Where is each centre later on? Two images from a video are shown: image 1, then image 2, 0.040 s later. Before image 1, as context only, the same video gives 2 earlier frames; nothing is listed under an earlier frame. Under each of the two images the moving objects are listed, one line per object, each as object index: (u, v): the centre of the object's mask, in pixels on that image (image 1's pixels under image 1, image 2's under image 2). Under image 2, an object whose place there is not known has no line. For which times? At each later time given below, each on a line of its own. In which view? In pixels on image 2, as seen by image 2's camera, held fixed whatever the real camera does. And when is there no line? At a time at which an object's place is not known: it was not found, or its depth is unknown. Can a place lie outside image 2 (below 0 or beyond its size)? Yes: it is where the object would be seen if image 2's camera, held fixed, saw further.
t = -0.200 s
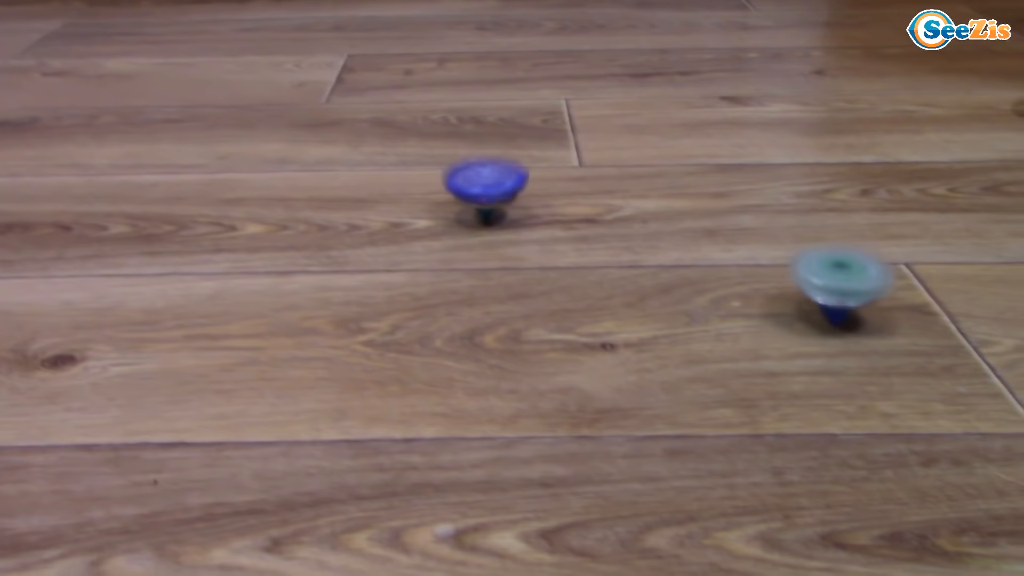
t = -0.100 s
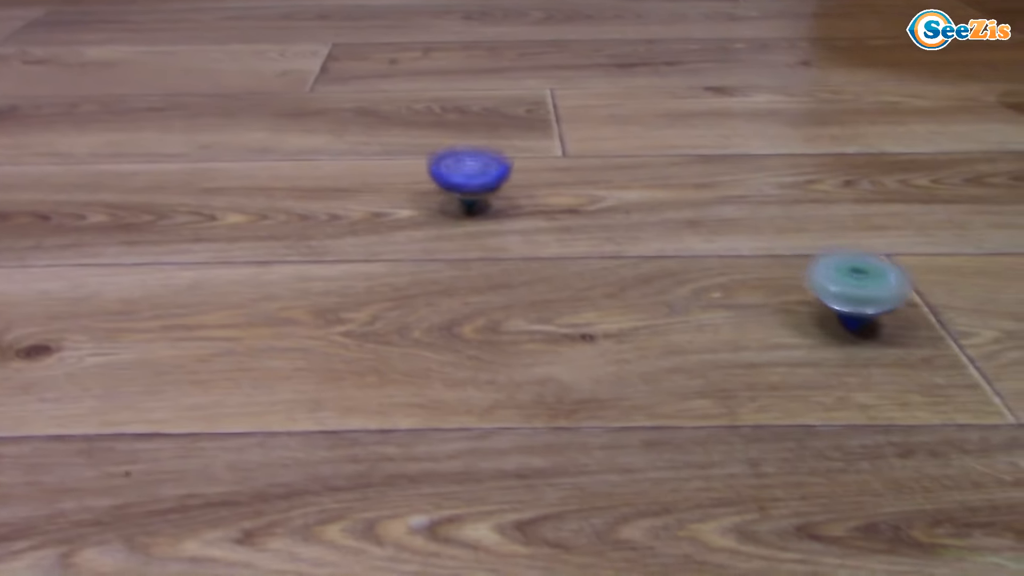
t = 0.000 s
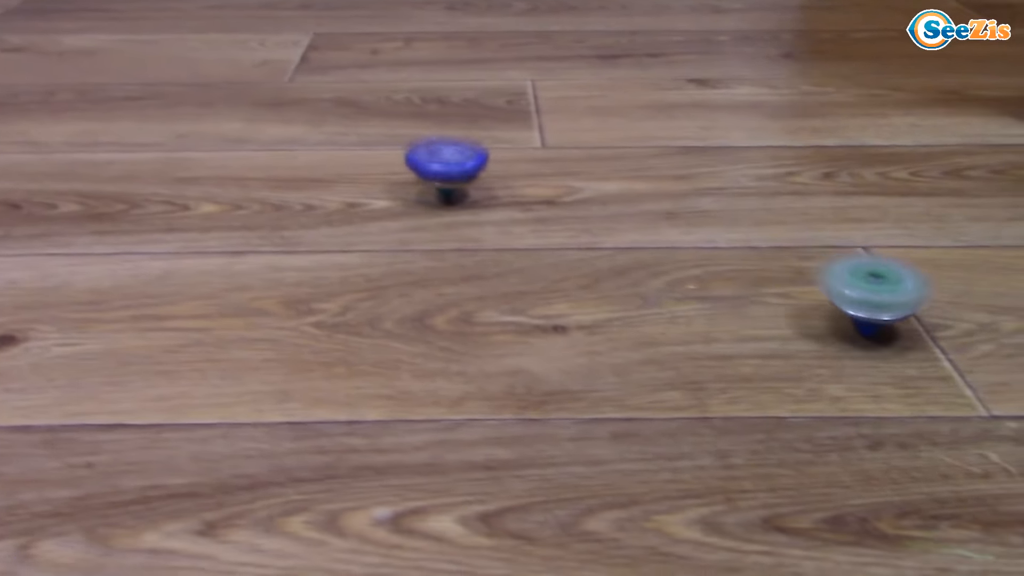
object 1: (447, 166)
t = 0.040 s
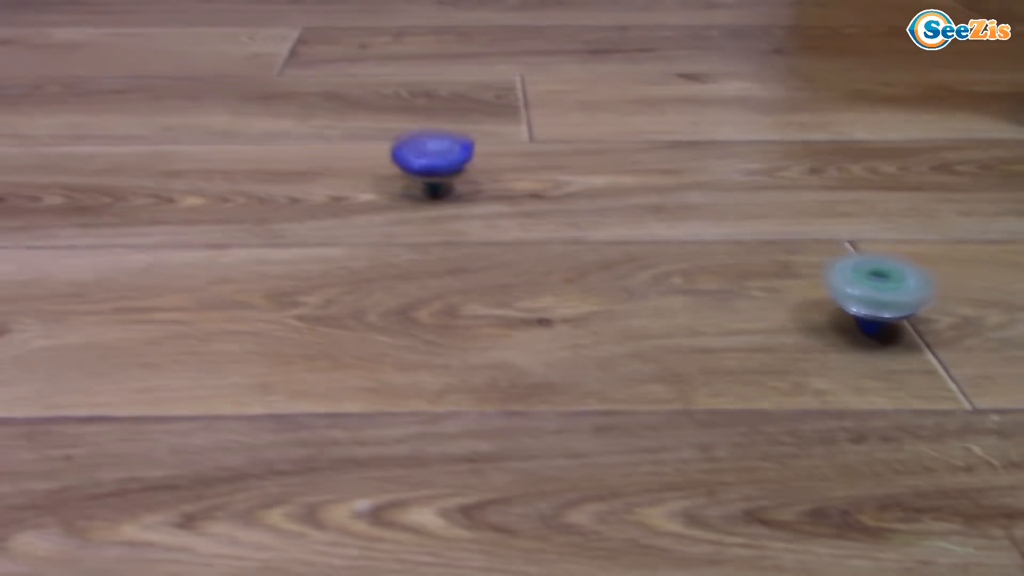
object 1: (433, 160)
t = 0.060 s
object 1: (433, 159)
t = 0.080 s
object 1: (433, 159)
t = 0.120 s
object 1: (436, 159)
